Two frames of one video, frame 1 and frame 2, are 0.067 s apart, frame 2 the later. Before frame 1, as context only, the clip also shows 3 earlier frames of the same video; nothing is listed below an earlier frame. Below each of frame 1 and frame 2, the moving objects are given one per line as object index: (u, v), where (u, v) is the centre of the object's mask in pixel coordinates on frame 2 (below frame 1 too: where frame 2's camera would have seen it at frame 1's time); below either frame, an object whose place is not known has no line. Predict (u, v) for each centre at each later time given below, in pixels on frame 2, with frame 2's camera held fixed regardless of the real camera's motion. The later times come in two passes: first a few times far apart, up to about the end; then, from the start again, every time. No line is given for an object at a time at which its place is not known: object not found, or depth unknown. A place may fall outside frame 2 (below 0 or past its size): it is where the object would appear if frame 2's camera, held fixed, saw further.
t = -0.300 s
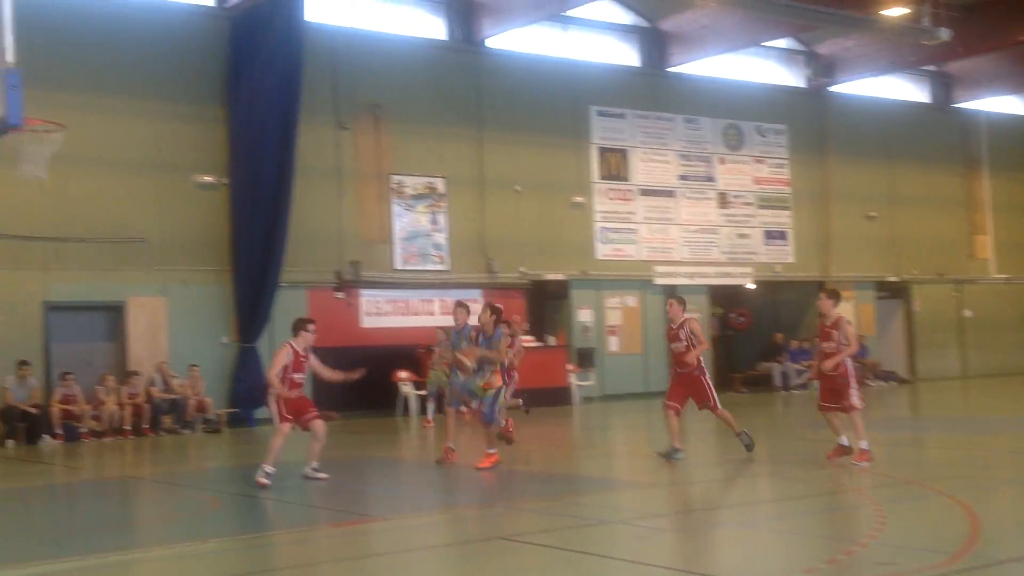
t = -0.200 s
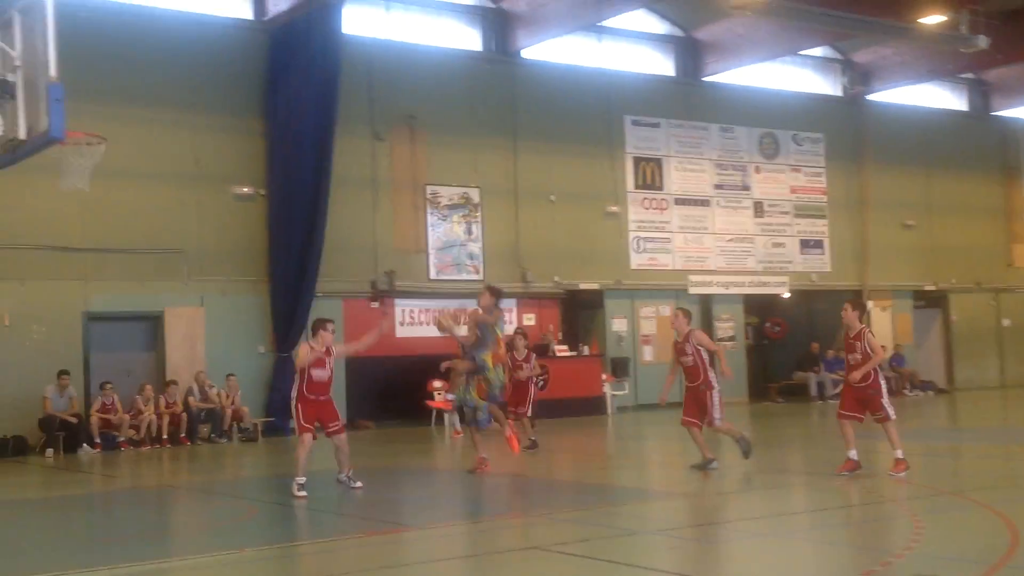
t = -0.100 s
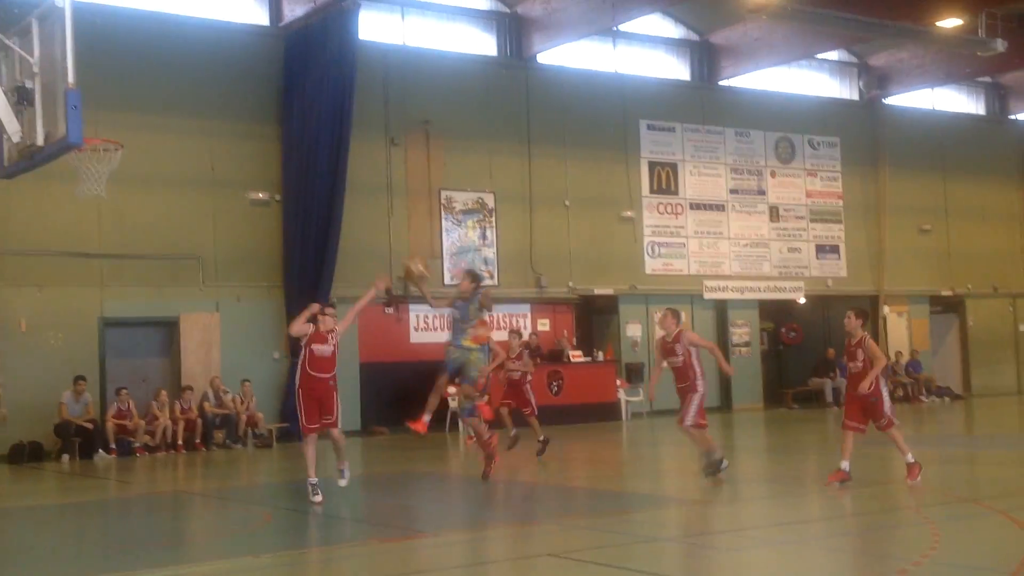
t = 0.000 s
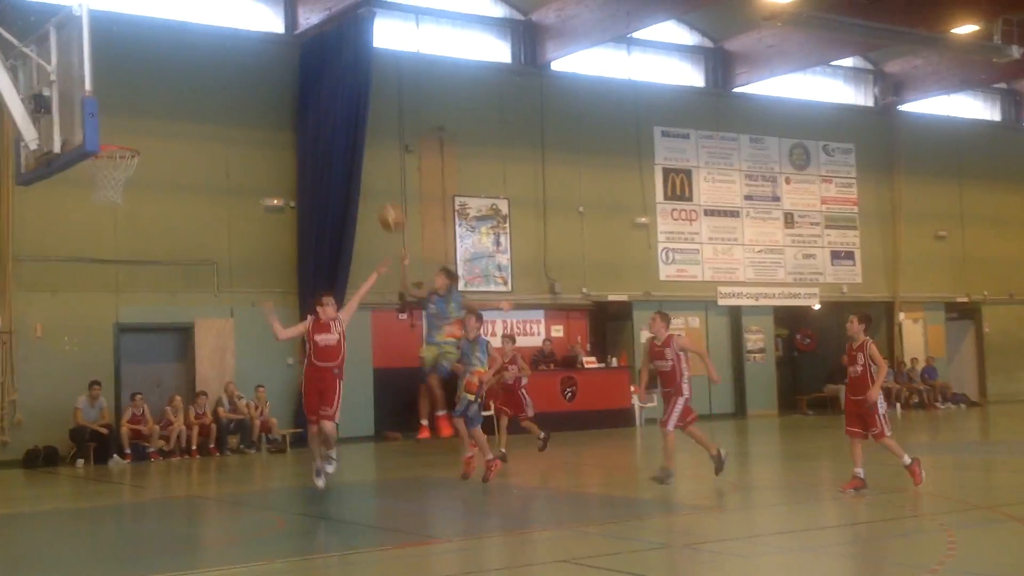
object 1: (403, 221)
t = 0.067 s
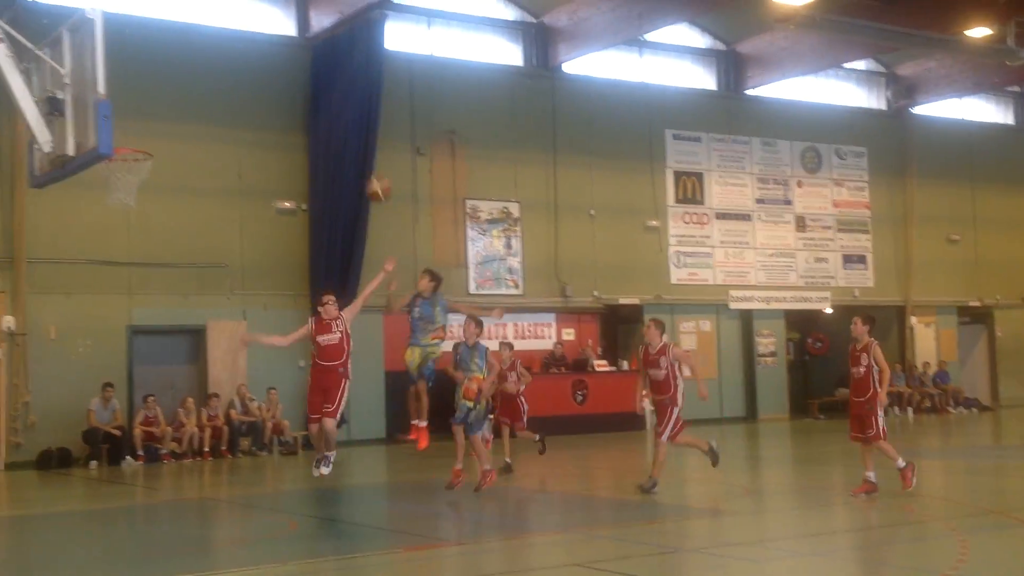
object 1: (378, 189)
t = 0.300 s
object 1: (288, 108)
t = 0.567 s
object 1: (180, 88)
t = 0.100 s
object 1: (366, 173)
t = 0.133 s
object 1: (353, 160)
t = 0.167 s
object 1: (340, 147)
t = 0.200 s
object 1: (328, 136)
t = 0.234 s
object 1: (314, 125)
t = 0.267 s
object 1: (301, 116)
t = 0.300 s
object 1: (288, 108)
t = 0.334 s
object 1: (275, 102)
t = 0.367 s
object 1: (262, 97)
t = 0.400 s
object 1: (248, 92)
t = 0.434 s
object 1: (236, 89)
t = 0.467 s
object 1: (222, 86)
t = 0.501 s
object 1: (208, 86)
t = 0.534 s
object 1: (194, 86)
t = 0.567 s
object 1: (180, 88)
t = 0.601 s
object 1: (166, 91)
